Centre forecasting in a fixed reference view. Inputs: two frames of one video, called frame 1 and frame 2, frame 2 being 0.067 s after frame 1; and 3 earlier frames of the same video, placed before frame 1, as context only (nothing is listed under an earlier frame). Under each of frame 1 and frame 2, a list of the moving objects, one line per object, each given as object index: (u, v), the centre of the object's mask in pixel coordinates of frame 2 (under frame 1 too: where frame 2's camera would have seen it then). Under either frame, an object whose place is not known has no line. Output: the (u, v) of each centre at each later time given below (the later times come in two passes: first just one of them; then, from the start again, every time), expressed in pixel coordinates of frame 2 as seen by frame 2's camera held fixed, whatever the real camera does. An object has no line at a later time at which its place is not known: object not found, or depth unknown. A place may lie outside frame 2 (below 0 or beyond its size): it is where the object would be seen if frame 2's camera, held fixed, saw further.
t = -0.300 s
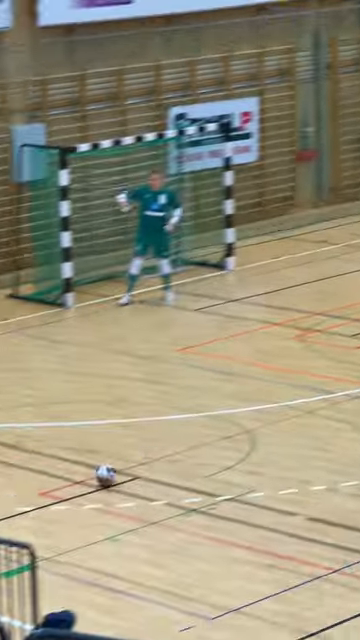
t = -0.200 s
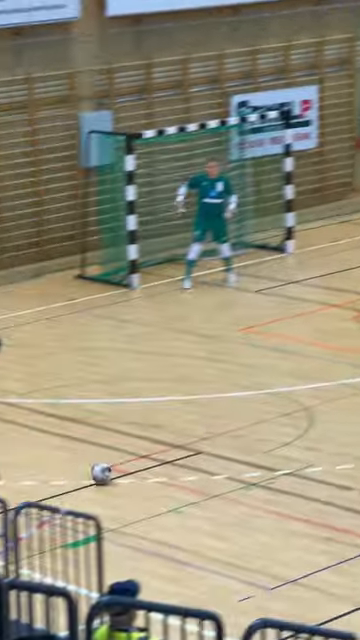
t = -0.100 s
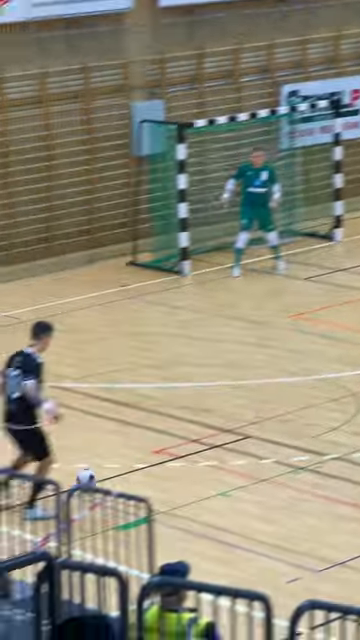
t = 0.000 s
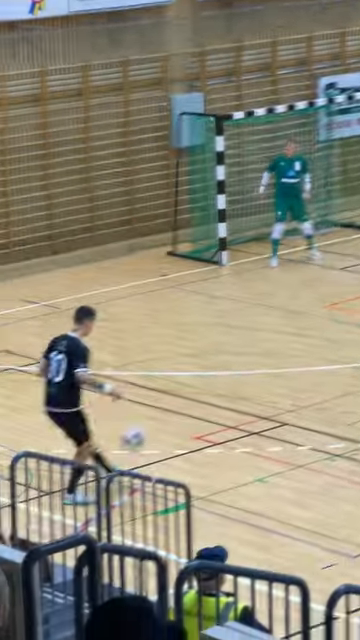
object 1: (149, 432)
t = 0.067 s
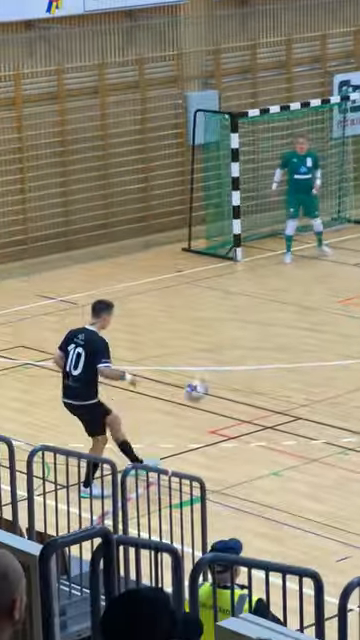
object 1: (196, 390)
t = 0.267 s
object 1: (345, 283)
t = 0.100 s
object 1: (218, 368)
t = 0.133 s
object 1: (243, 349)
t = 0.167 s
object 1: (269, 332)
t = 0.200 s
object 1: (293, 315)
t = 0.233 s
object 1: (319, 297)
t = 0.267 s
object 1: (345, 283)
